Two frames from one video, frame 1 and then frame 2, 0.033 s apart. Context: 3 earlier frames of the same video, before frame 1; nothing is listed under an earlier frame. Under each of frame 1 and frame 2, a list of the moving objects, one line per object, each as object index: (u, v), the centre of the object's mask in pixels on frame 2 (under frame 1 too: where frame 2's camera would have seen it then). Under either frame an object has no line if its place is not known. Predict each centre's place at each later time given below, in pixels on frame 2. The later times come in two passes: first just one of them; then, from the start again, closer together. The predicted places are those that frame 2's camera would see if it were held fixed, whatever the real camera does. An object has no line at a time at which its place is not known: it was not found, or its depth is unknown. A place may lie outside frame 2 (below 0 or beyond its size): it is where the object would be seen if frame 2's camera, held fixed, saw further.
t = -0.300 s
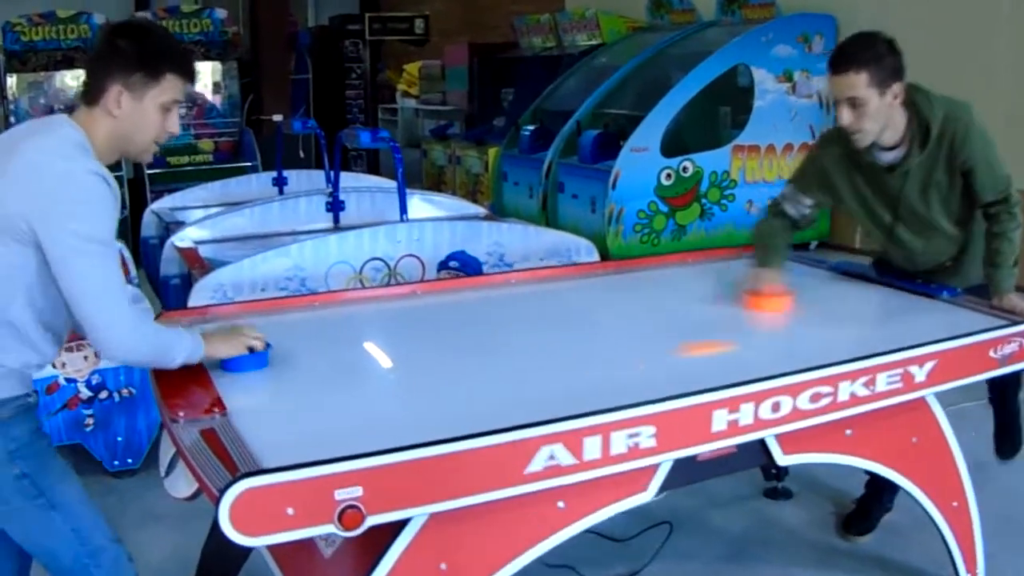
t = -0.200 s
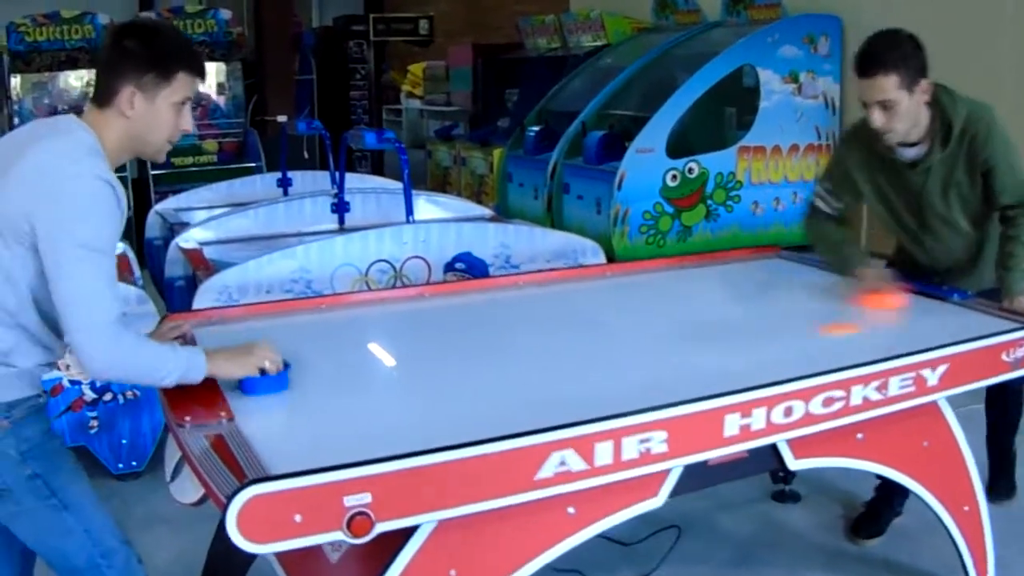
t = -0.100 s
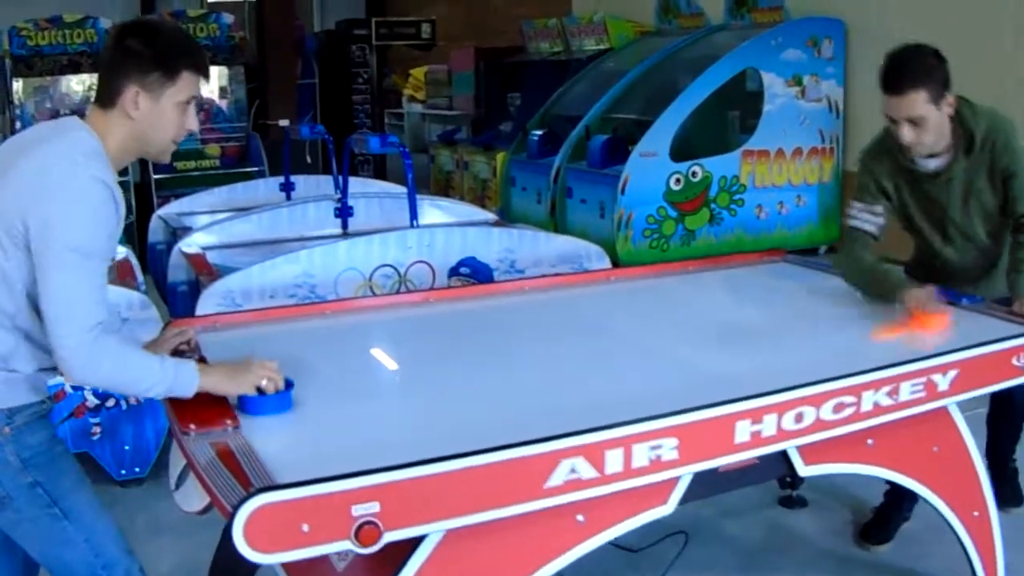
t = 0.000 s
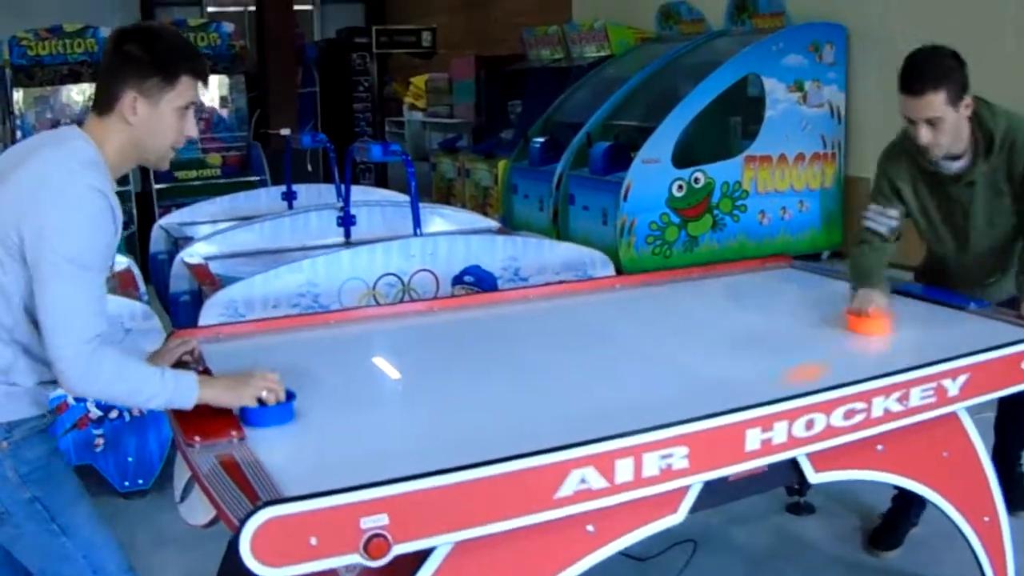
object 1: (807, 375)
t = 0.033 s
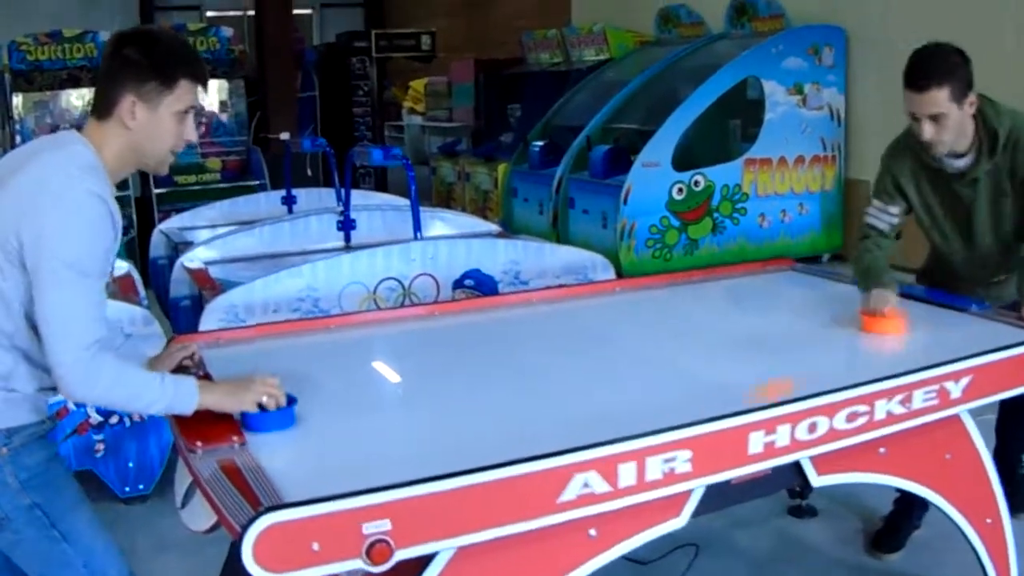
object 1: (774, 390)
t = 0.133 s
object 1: (632, 425)
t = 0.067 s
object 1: (737, 403)
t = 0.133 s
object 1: (632, 425)
